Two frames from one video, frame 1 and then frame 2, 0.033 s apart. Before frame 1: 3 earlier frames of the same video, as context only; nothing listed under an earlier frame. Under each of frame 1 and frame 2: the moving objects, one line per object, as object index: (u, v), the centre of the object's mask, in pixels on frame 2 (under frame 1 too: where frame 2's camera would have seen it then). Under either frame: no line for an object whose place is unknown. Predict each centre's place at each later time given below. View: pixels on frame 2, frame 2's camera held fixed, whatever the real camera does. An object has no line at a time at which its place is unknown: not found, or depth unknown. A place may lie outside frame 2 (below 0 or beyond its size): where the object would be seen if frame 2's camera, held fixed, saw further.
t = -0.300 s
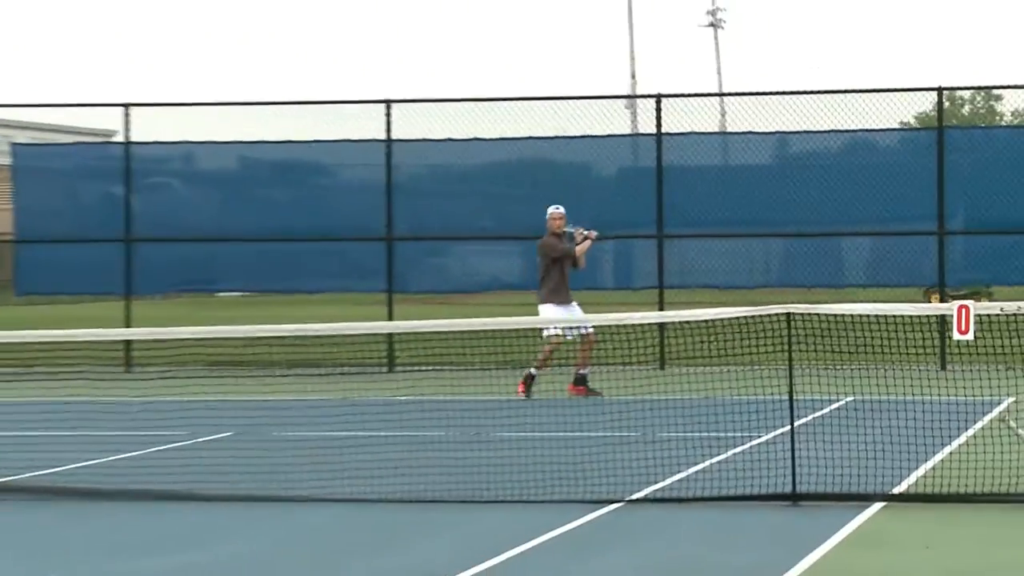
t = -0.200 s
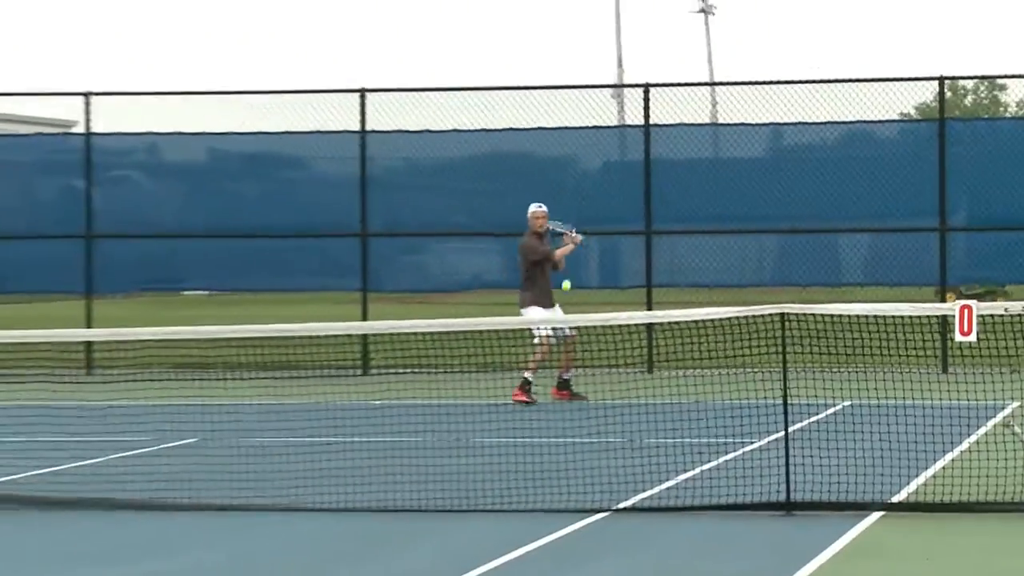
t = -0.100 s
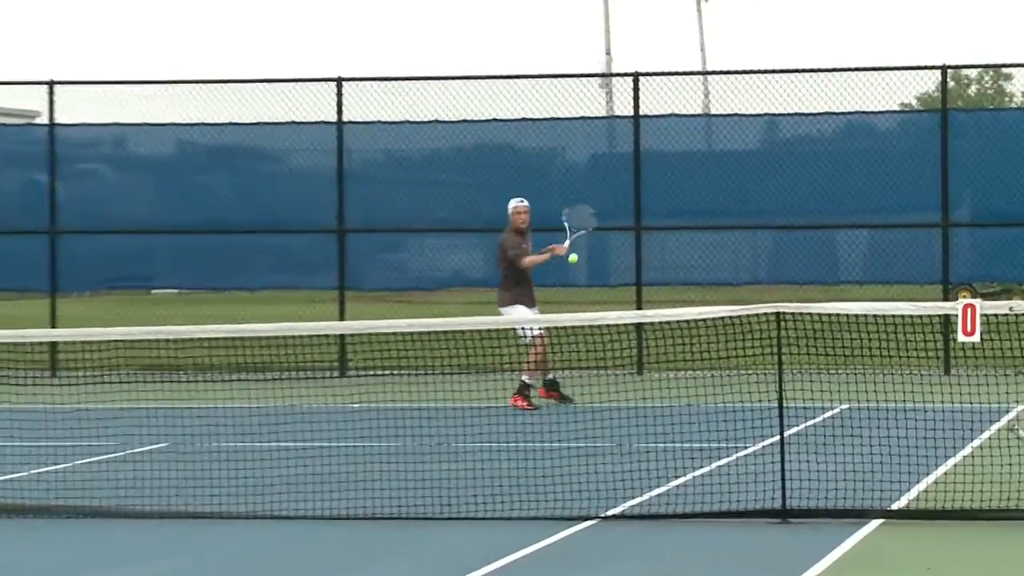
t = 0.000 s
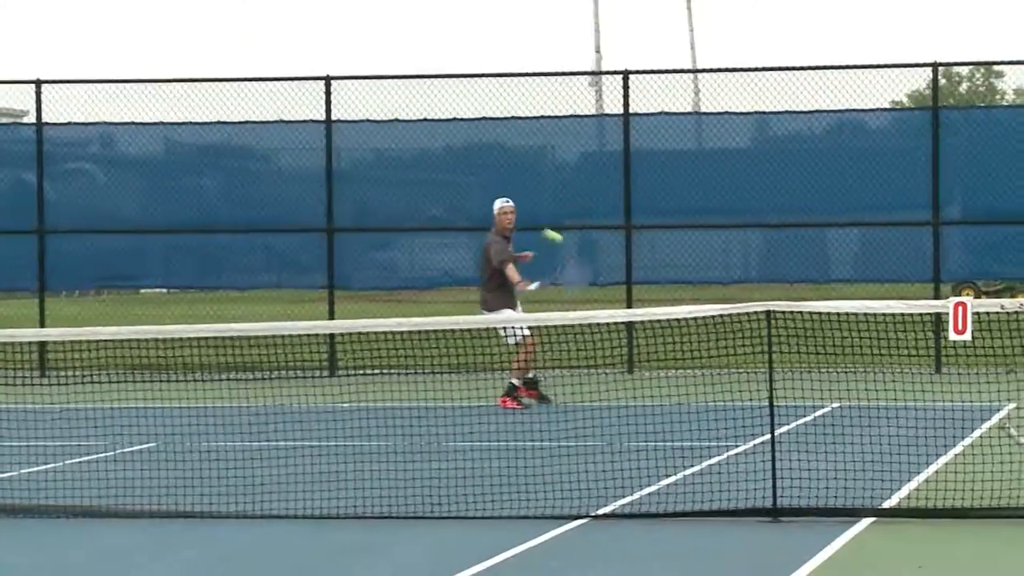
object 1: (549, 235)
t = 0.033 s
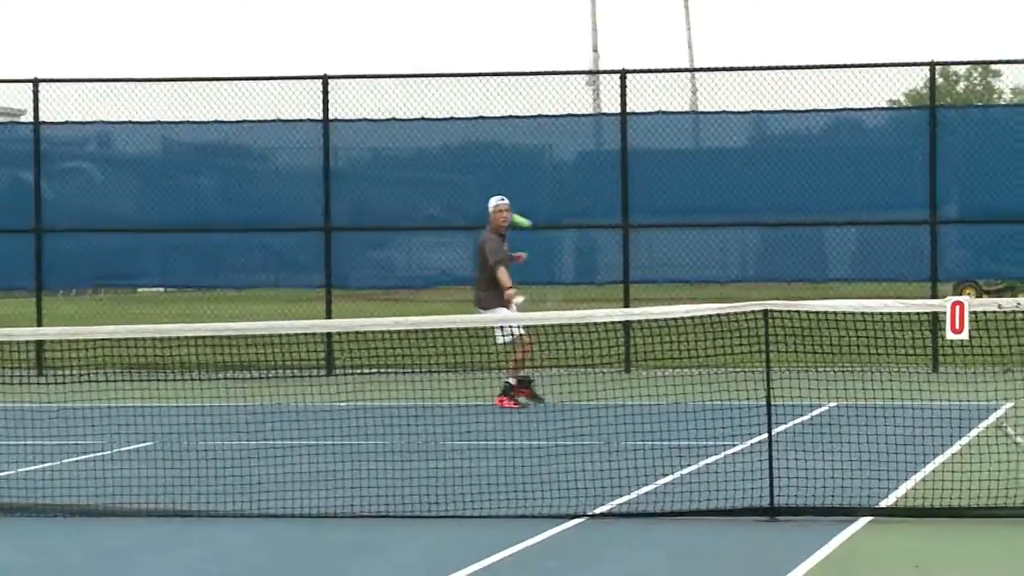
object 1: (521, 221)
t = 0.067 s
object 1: (488, 206)
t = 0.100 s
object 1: (457, 194)
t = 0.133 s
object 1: (424, 182)
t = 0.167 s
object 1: (390, 170)
